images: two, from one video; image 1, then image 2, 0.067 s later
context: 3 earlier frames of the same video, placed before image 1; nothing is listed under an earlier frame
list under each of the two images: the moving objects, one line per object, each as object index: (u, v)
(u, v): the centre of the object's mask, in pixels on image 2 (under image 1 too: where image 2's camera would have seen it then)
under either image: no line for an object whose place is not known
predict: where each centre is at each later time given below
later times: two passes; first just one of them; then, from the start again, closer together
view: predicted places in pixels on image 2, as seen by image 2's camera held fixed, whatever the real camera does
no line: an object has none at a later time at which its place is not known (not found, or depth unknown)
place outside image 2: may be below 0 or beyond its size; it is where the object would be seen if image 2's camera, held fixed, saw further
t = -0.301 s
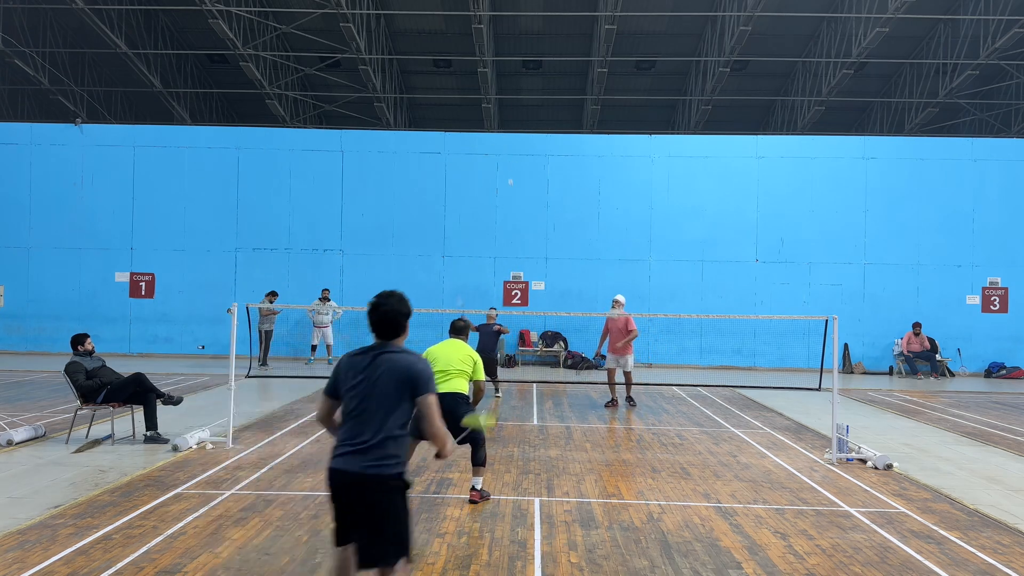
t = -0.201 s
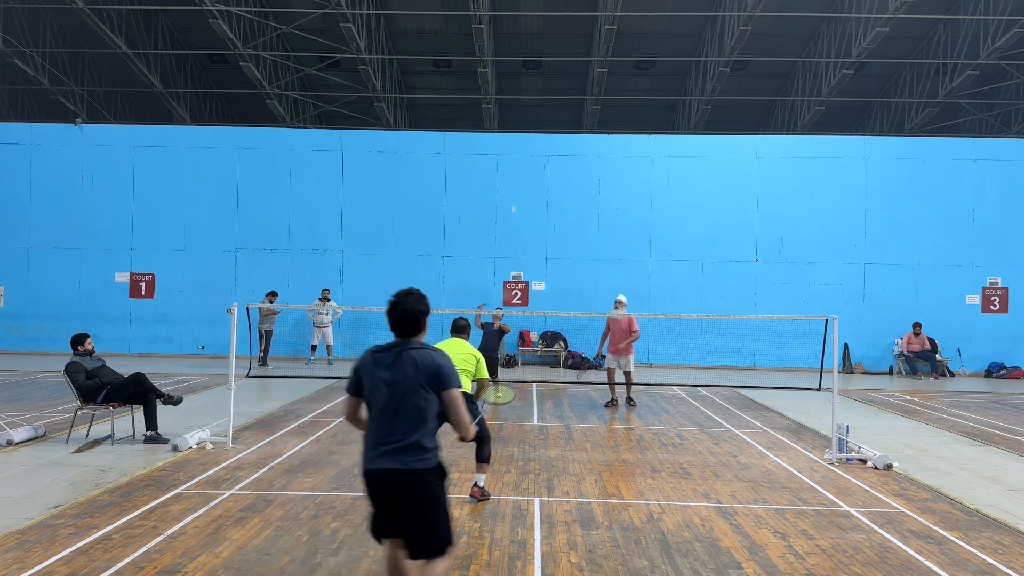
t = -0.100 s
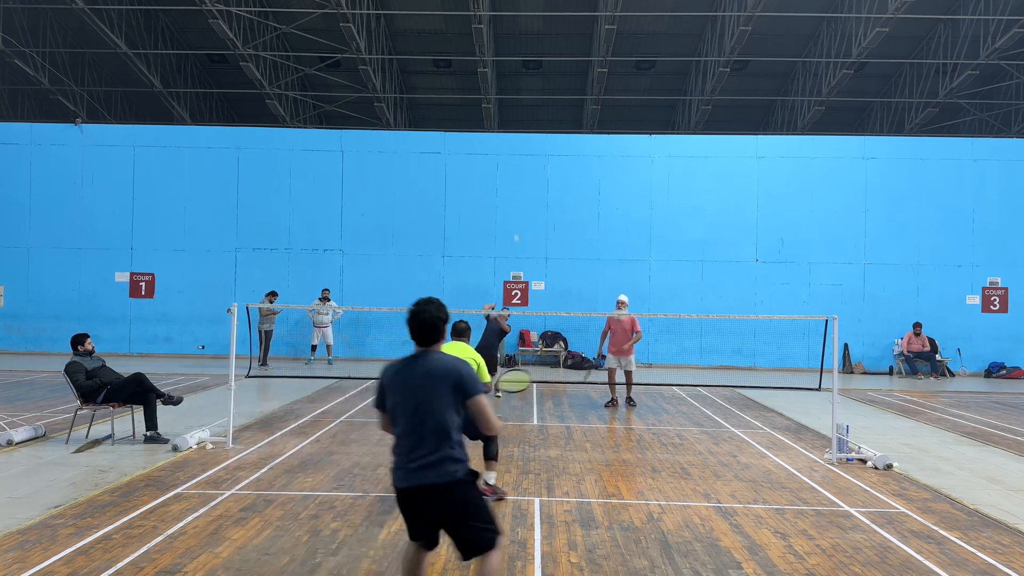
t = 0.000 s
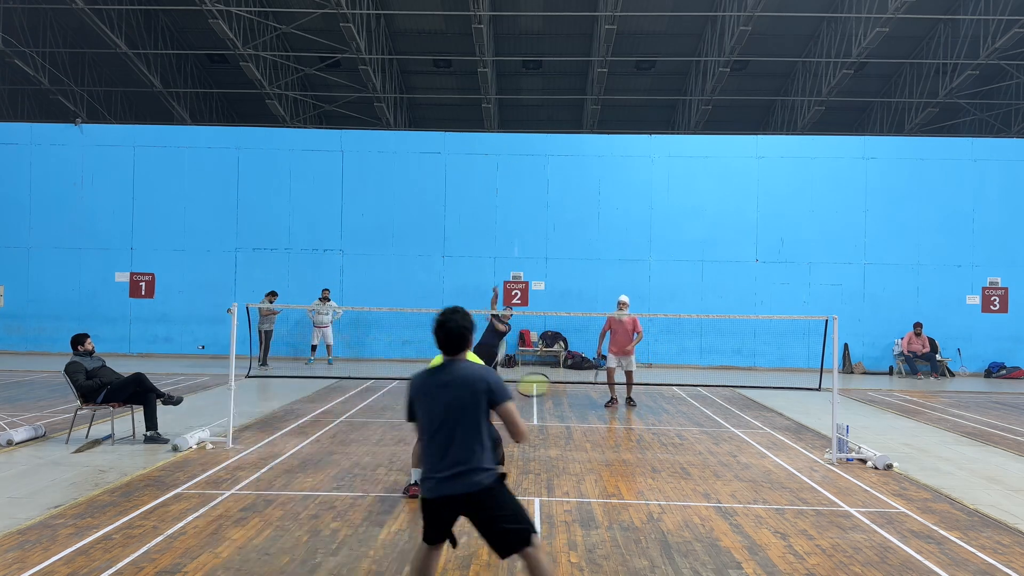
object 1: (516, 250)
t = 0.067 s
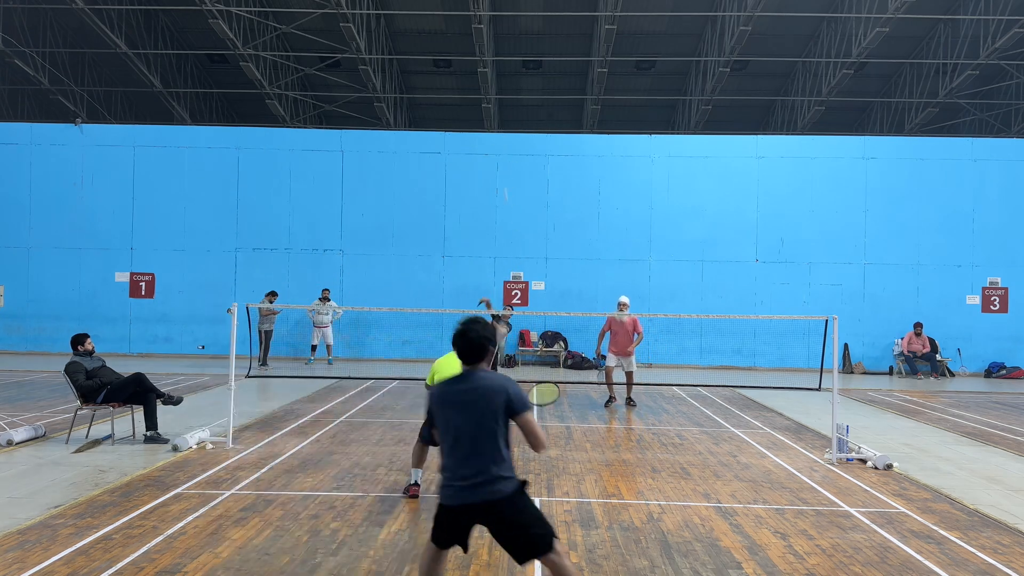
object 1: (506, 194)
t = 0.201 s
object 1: (486, 114)
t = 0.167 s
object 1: (490, 128)
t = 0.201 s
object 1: (486, 114)
